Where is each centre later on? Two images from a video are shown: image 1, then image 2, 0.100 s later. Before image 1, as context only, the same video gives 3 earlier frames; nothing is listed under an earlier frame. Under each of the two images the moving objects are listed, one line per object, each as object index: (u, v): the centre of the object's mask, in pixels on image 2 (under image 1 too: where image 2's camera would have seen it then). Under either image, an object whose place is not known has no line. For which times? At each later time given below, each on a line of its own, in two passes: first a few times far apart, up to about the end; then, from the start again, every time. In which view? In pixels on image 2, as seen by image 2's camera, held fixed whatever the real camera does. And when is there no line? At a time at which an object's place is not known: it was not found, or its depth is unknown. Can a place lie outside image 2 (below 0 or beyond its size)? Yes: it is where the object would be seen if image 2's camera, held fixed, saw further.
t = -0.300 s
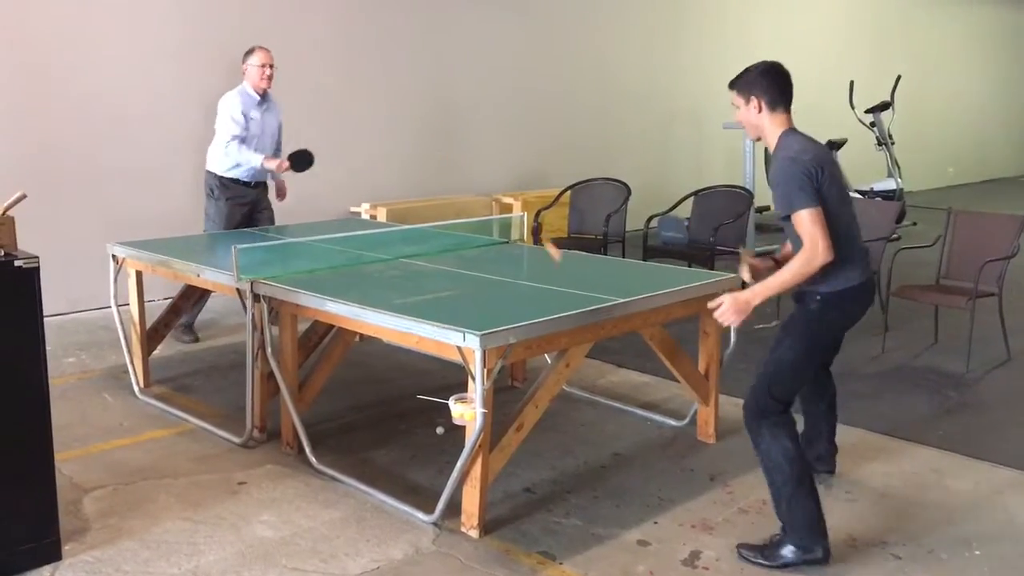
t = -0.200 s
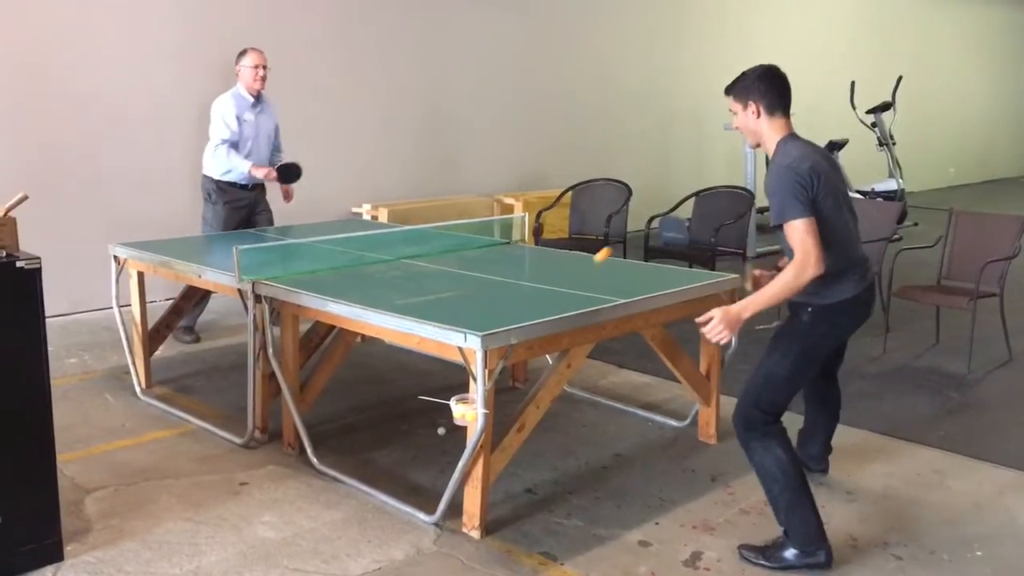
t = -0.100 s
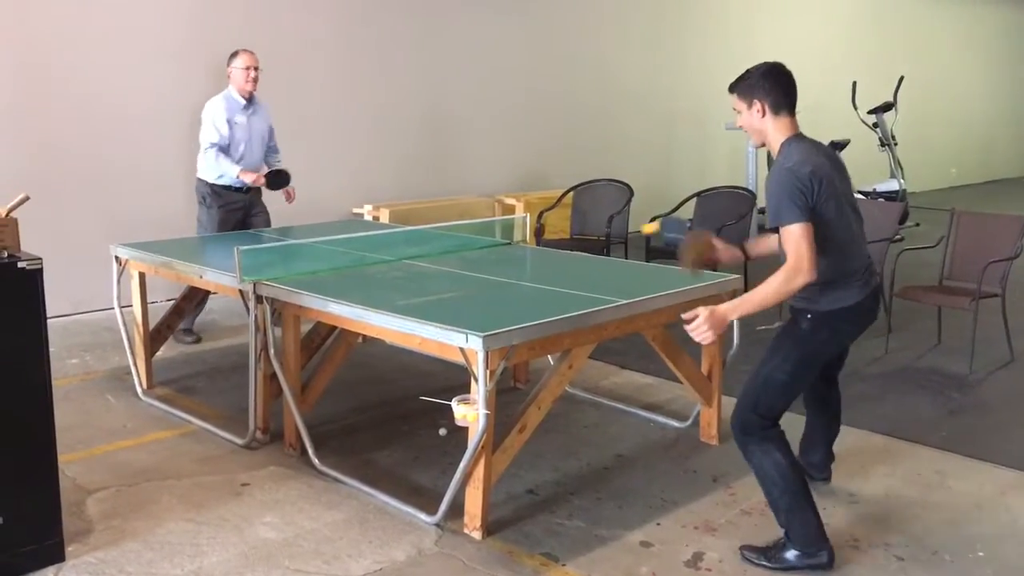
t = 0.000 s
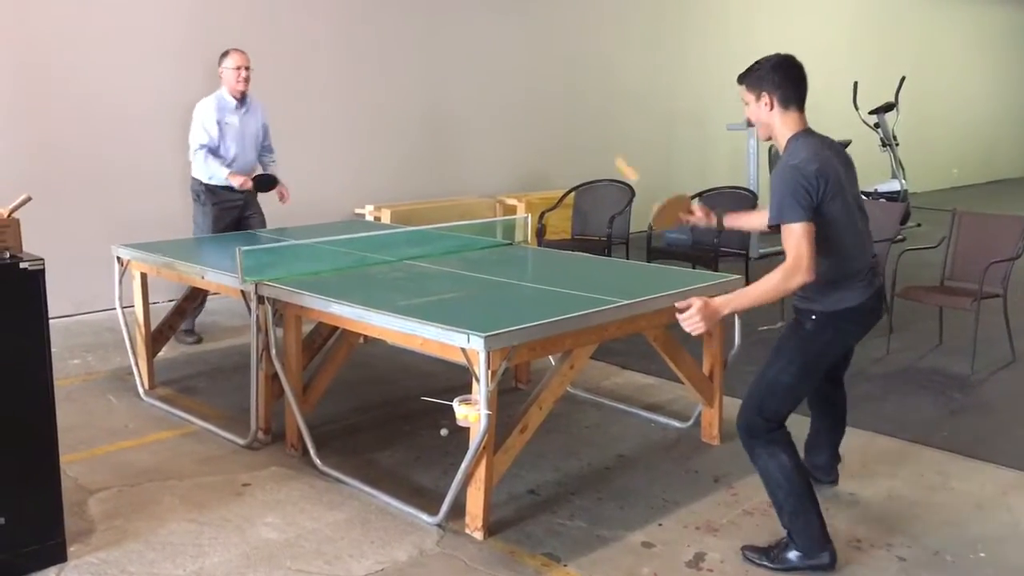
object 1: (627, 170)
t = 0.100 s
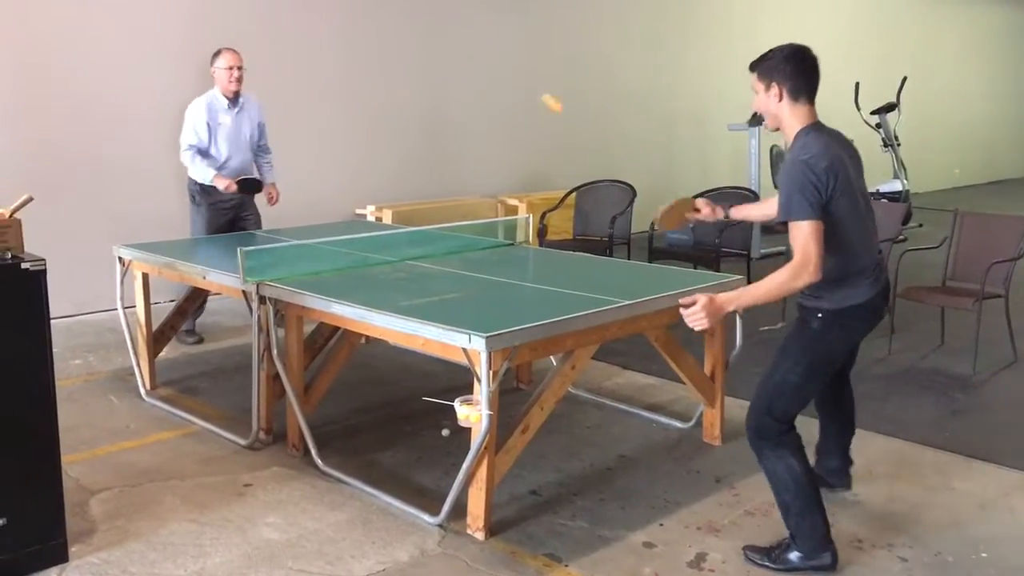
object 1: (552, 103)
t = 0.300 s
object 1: (430, 59)
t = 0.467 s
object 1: (352, 92)
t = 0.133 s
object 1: (529, 88)
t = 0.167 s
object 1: (507, 76)
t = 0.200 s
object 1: (487, 68)
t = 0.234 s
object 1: (468, 63)
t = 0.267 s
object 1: (448, 60)
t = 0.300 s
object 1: (430, 59)
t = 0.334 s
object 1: (414, 62)
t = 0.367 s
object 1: (398, 66)
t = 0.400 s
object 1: (382, 73)
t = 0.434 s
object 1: (368, 82)
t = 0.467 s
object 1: (352, 92)
